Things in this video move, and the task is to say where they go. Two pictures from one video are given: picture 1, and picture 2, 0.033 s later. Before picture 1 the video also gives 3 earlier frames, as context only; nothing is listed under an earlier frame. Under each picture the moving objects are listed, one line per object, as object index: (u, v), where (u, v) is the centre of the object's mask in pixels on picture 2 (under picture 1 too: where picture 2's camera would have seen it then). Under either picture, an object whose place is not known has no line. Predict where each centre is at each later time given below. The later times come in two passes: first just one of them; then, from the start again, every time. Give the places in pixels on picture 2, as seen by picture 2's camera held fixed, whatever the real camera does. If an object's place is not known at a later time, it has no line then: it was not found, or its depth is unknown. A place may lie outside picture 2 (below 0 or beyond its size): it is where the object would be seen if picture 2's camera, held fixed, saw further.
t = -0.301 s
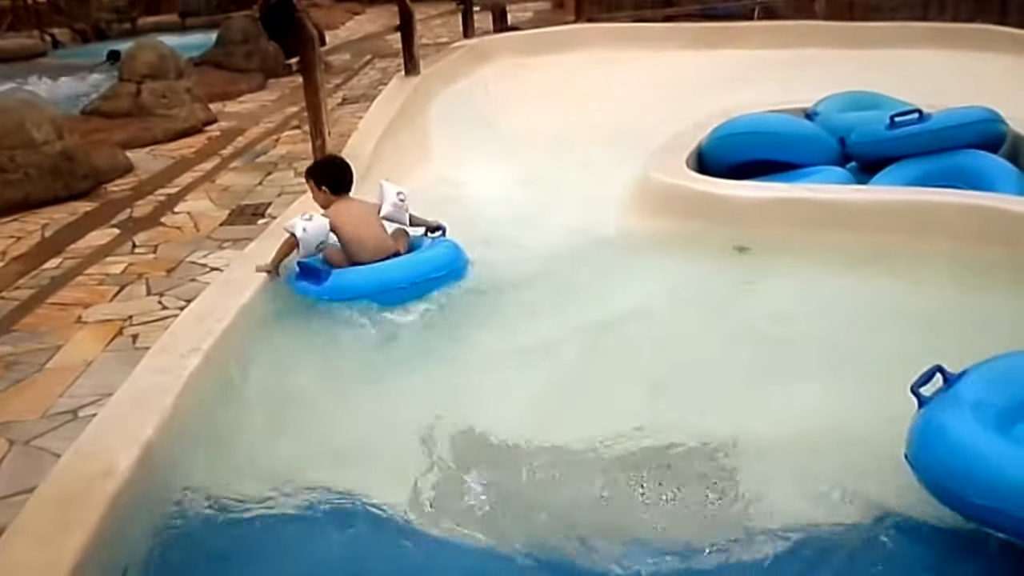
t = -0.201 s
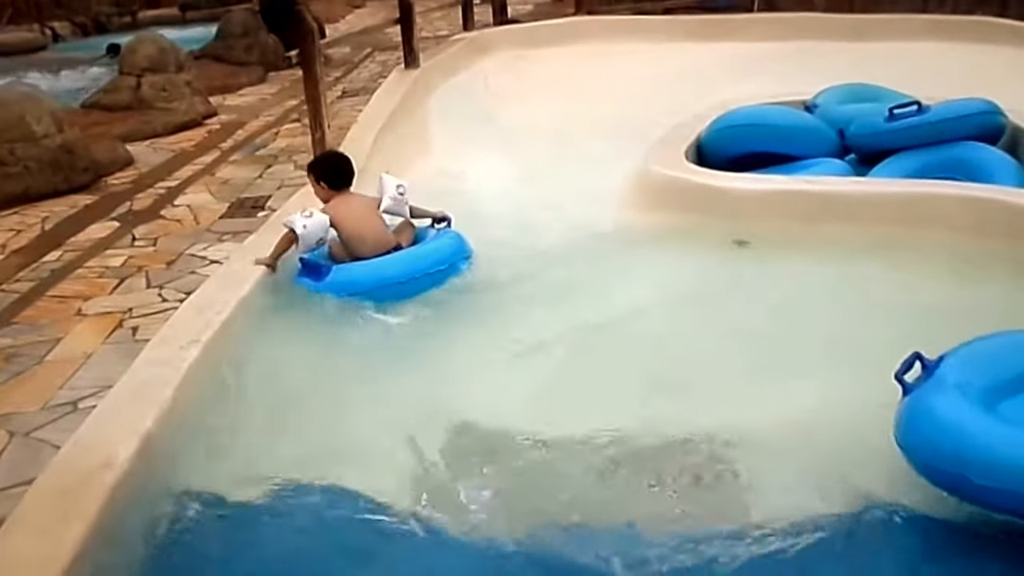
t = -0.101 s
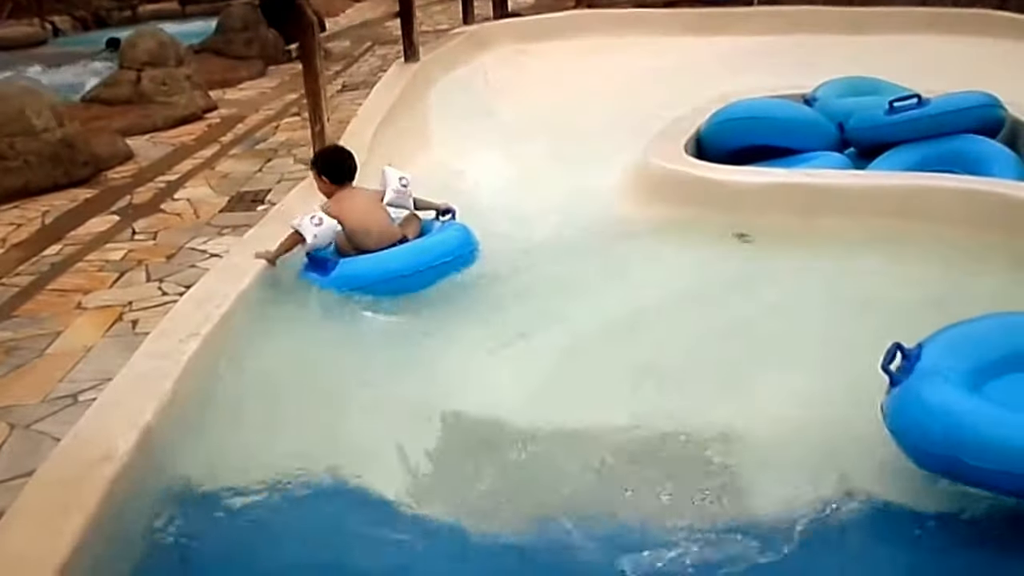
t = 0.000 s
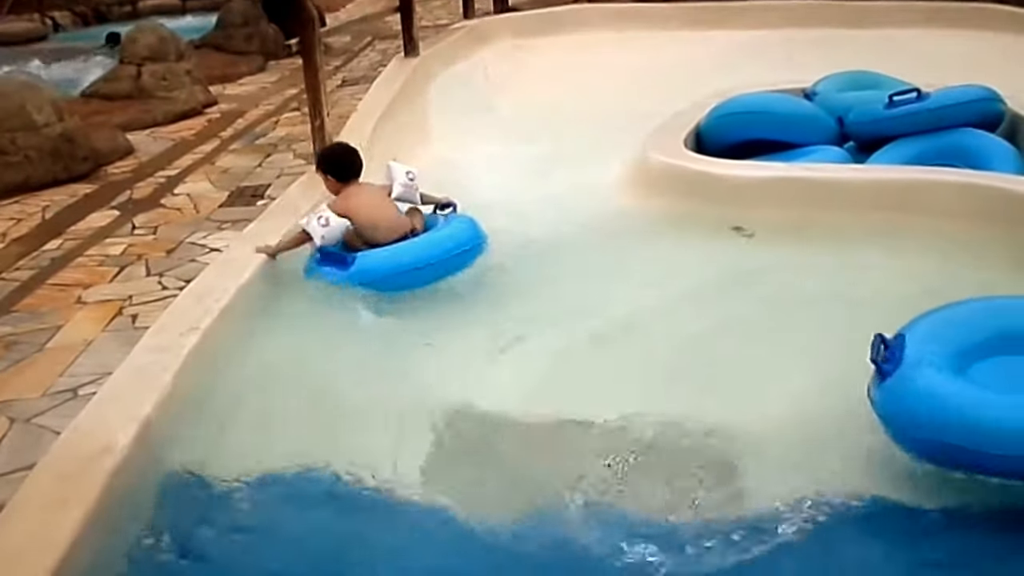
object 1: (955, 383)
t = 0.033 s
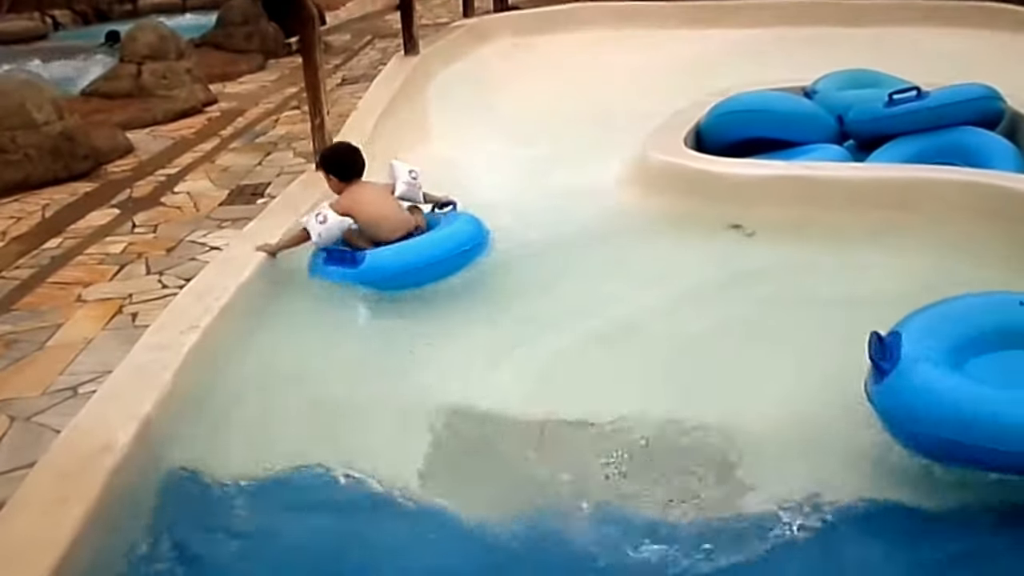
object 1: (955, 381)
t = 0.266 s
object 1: (945, 354)
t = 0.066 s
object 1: (953, 377)
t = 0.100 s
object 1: (952, 374)
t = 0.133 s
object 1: (951, 370)
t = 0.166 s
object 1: (950, 365)
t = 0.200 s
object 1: (948, 361)
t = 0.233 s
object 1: (947, 358)
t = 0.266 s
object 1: (945, 354)
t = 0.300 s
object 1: (943, 350)
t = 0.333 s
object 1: (941, 346)
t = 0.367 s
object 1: (938, 343)
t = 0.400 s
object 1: (936, 338)
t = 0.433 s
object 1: (934, 334)
